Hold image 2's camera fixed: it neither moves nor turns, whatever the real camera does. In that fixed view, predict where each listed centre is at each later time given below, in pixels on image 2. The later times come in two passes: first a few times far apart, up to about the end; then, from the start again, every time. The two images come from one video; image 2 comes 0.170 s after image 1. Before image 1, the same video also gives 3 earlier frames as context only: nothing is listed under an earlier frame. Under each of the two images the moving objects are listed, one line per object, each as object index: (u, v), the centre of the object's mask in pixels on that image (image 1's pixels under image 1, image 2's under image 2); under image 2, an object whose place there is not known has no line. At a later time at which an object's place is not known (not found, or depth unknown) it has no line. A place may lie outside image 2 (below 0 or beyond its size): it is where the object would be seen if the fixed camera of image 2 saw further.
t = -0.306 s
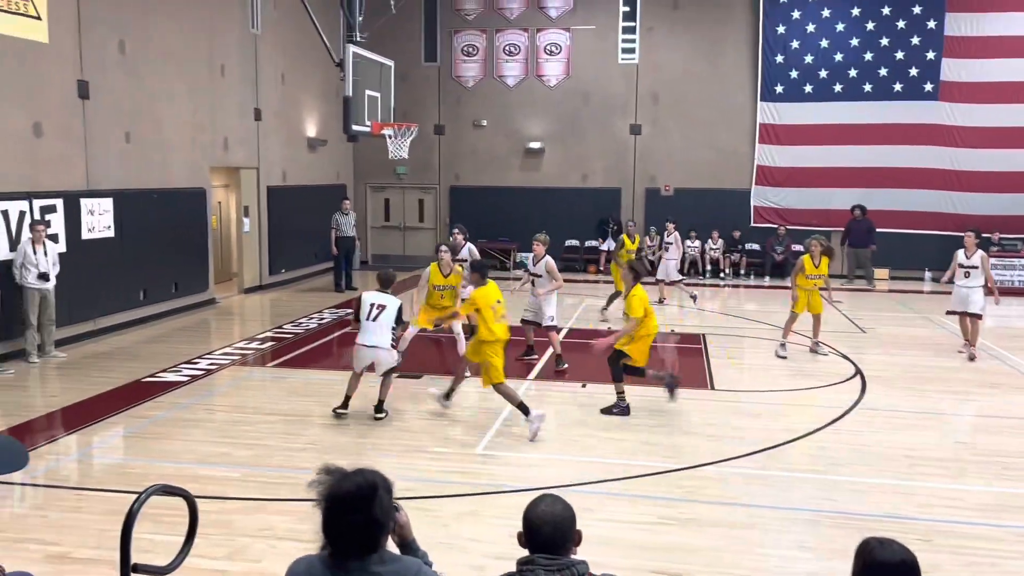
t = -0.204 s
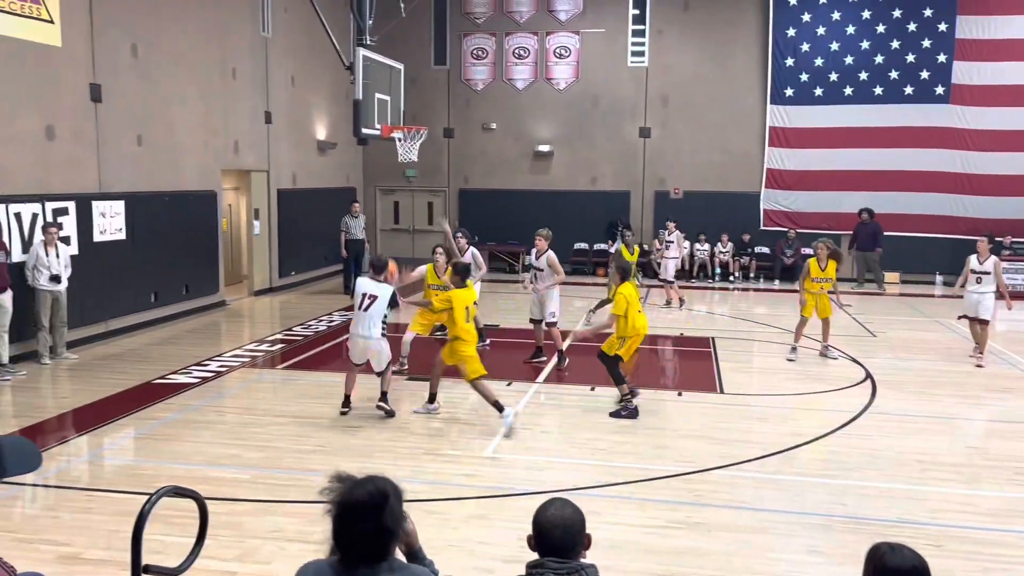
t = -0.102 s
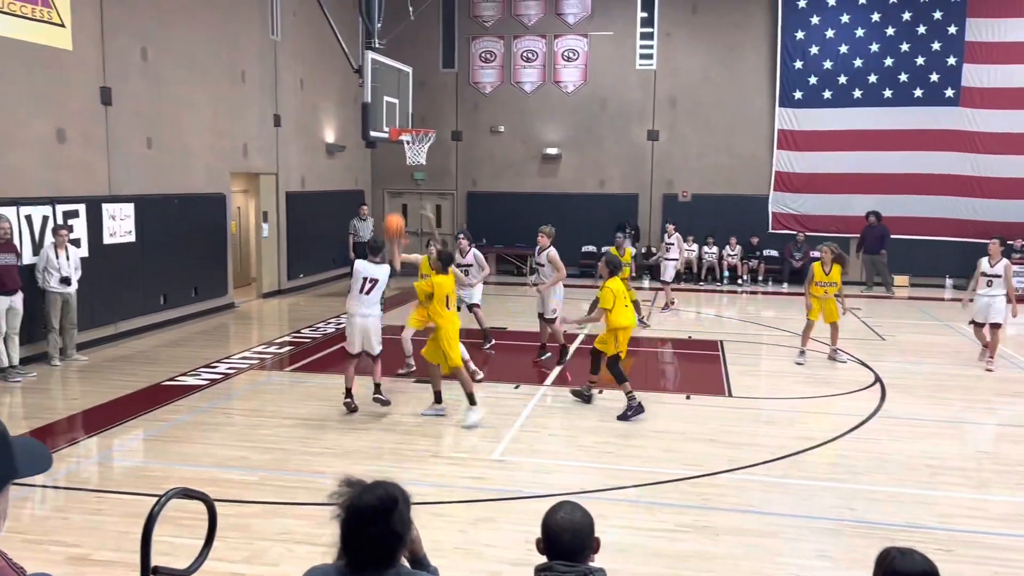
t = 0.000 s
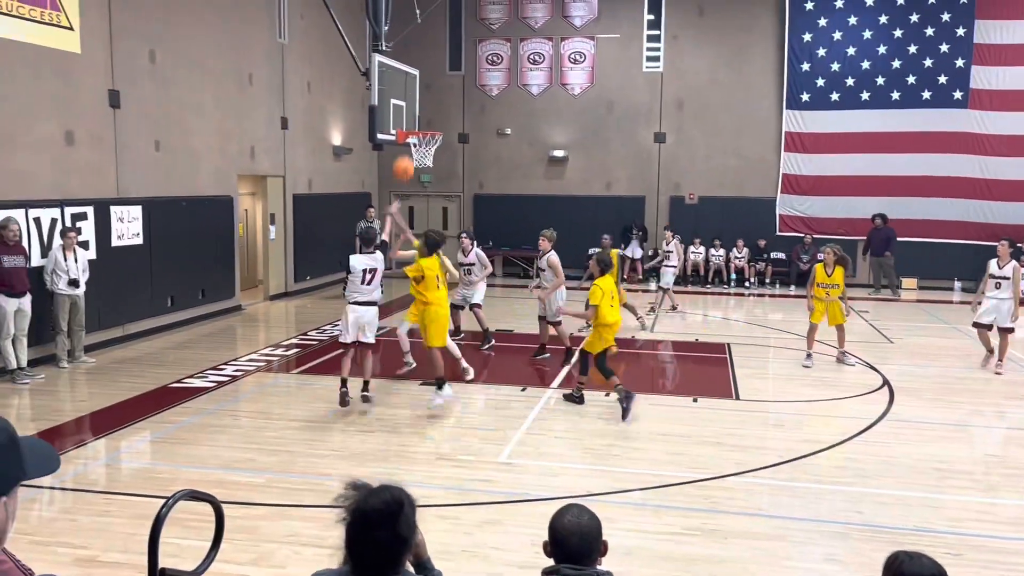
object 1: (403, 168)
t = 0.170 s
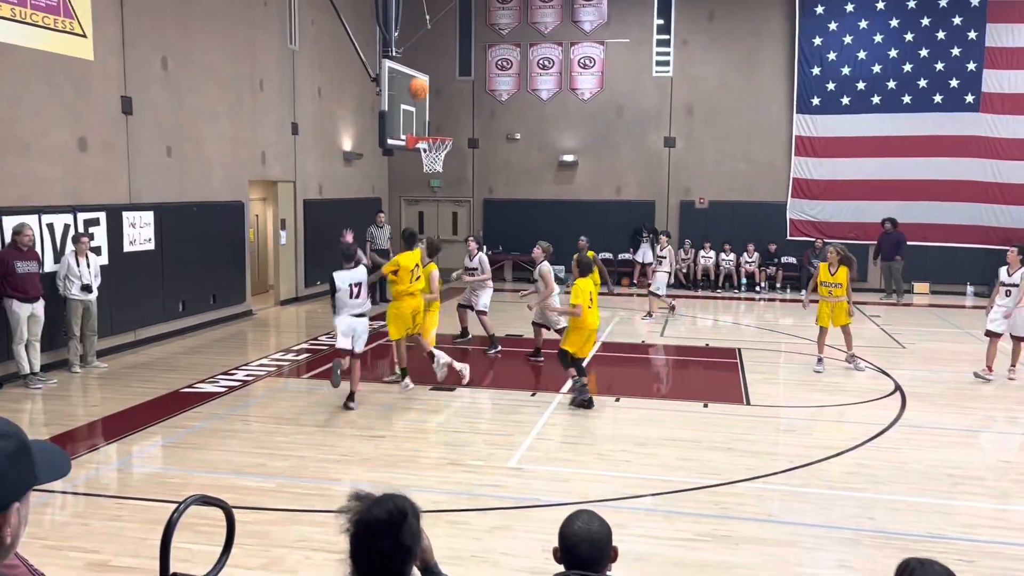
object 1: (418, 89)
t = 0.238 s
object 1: (420, 70)
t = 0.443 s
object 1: (424, 42)
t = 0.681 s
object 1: (428, 51)
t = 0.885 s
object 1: (432, 88)
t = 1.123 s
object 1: (452, 143)
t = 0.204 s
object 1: (419, 79)
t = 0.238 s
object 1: (420, 70)
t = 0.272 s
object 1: (421, 62)
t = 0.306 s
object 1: (421, 56)
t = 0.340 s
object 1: (422, 51)
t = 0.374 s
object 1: (422, 47)
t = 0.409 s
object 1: (423, 44)
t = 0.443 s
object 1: (424, 42)
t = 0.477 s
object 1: (425, 40)
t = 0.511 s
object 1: (426, 40)
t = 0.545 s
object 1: (426, 41)
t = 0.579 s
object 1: (427, 42)
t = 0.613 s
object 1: (428, 44)
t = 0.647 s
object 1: (428, 47)
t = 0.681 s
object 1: (428, 51)
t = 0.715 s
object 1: (429, 55)
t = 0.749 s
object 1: (430, 60)
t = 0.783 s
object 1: (431, 66)
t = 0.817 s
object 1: (431, 73)
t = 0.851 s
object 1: (432, 80)
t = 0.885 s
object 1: (432, 88)
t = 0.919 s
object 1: (433, 96)
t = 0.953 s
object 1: (433, 105)
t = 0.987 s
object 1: (433, 115)
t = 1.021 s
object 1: (436, 121)
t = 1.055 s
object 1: (441, 128)
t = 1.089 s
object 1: (445, 133)
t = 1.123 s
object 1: (452, 143)
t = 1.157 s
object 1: (454, 153)
